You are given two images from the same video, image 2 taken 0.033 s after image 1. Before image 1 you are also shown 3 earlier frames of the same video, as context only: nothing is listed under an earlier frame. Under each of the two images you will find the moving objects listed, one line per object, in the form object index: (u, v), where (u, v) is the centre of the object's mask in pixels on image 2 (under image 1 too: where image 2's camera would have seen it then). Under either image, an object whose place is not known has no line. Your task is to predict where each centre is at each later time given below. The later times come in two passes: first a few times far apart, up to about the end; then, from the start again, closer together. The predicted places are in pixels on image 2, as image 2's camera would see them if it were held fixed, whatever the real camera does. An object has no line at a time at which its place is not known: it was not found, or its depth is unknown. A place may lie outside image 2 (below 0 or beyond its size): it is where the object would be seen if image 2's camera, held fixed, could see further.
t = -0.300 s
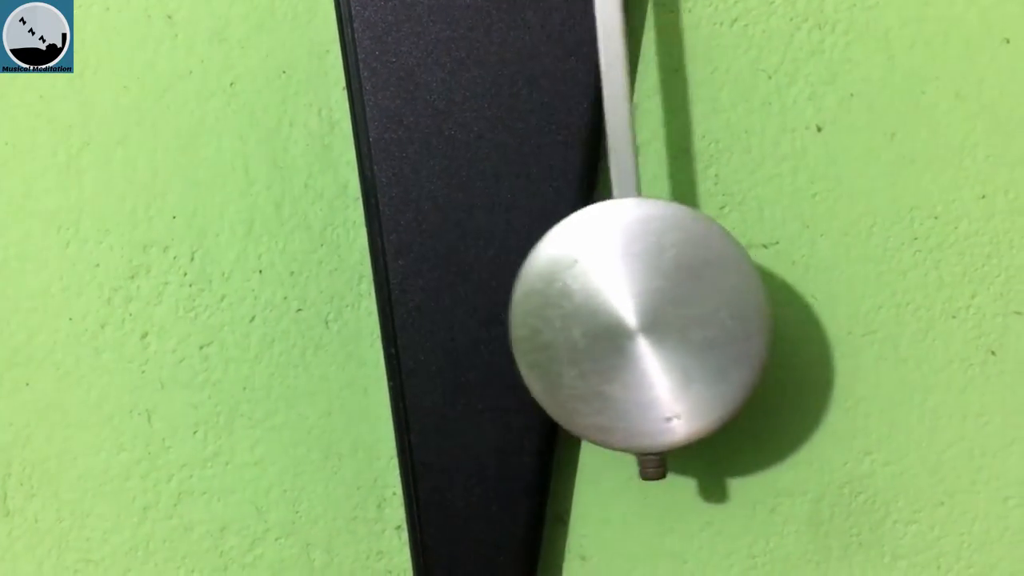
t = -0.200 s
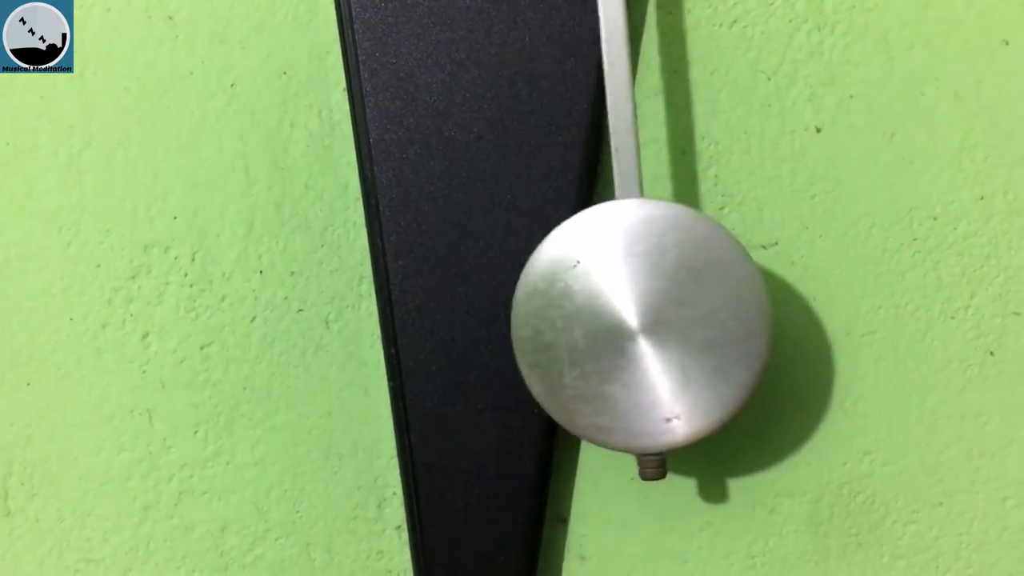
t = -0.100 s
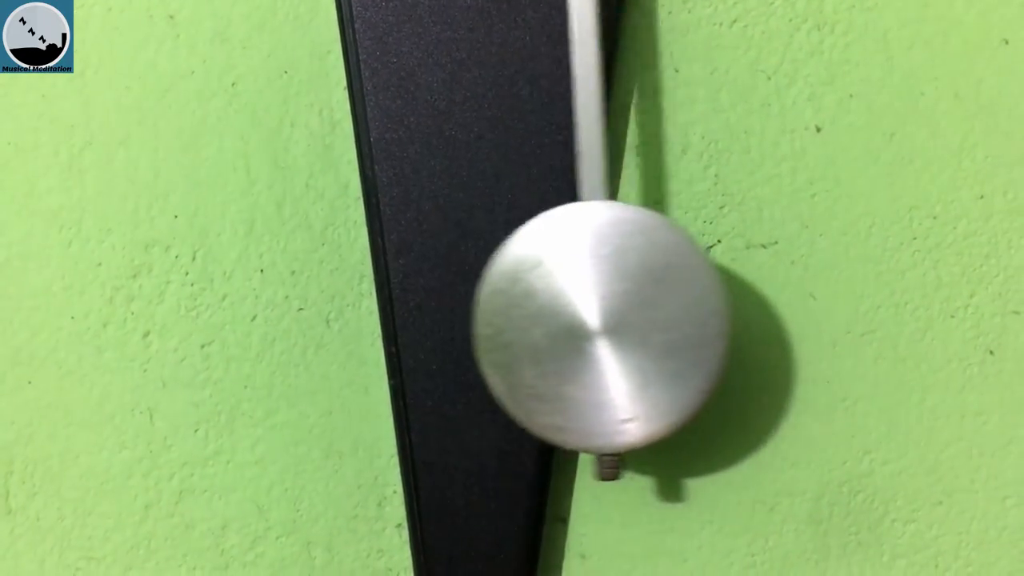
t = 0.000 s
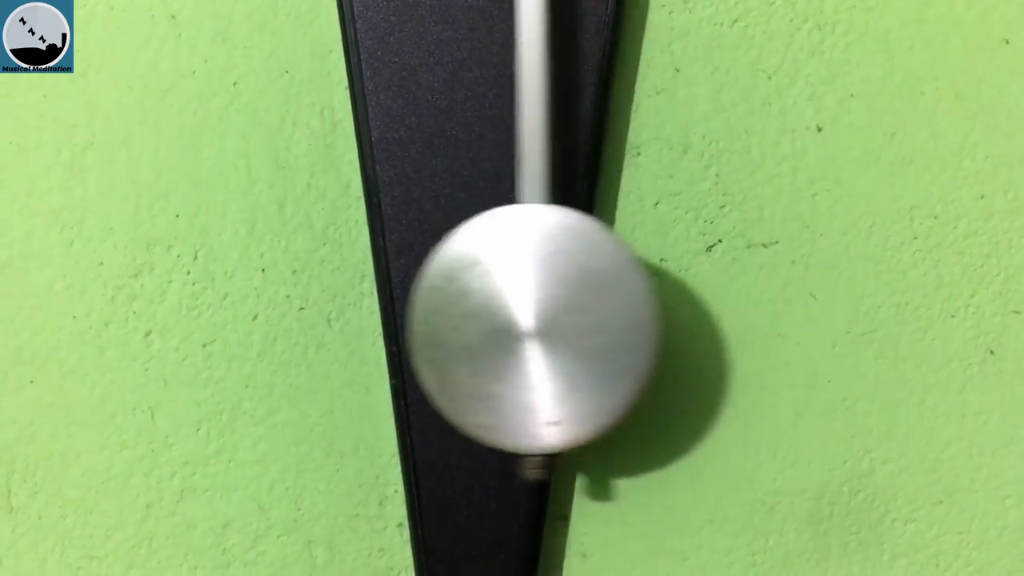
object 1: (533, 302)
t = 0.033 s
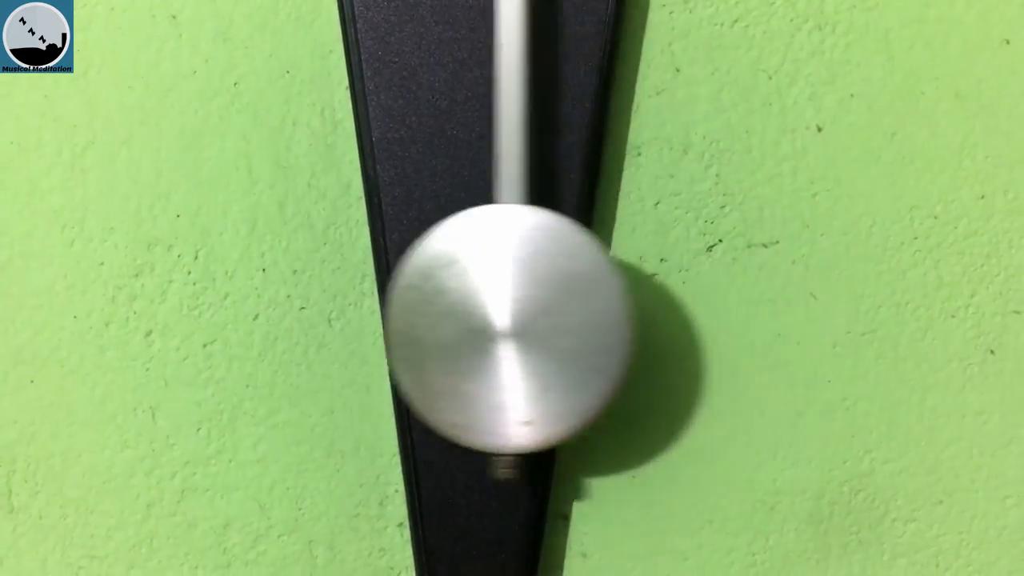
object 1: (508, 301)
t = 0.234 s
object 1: (377, 300)
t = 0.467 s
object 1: (383, 302)
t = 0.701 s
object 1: (546, 301)
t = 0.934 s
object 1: (642, 301)
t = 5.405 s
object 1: (545, 301)
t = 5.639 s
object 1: (627, 301)
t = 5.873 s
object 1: (532, 304)
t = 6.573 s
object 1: (537, 304)
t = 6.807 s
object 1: (627, 304)
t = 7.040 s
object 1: (538, 304)
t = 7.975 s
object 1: (627, 303)
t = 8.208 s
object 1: (546, 303)
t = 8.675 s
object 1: (386, 305)
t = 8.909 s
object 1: (525, 303)
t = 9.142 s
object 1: (627, 301)
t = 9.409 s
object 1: (529, 305)
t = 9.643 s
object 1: (387, 305)
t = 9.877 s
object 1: (397, 304)
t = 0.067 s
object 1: (484, 299)
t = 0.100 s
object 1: (459, 300)
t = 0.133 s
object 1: (436, 300)
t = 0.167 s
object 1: (414, 299)
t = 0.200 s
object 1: (395, 298)
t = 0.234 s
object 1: (377, 300)
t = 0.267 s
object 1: (364, 301)
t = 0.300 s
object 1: (356, 300)
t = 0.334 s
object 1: (352, 301)
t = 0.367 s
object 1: (352, 301)
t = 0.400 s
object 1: (358, 301)
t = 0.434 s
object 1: (368, 301)
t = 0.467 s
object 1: (383, 302)
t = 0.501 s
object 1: (401, 302)
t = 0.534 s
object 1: (422, 303)
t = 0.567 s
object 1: (446, 302)
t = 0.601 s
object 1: (470, 303)
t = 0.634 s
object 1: (496, 302)
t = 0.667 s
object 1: (520, 304)
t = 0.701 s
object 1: (546, 301)
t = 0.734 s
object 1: (569, 302)
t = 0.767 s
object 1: (591, 302)
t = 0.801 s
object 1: (609, 302)
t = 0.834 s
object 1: (625, 302)
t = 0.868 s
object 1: (636, 302)
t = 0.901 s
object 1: (641, 301)
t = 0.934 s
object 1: (642, 301)
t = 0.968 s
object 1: (639, 301)
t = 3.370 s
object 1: (621, 302)
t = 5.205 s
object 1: (418, 301)
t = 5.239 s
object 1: (438, 301)
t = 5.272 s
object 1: (458, 300)
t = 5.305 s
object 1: (480, 300)
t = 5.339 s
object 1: (502, 300)
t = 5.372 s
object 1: (524, 302)
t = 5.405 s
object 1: (545, 301)
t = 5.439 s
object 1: (566, 301)
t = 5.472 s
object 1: (584, 301)
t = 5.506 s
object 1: (599, 301)
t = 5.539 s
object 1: (612, 301)
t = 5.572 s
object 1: (621, 301)
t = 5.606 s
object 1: (626, 301)
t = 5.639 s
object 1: (627, 301)
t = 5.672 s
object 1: (623, 301)
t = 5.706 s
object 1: (616, 302)
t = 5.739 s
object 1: (605, 302)
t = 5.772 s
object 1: (591, 303)
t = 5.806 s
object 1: (573, 303)
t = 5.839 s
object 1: (554, 304)
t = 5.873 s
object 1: (532, 304)
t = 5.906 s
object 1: (510, 303)
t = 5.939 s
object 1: (488, 303)
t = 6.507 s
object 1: (493, 305)
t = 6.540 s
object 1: (515, 304)
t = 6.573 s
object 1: (537, 304)
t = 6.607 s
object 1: (558, 304)
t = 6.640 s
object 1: (577, 304)
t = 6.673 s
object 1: (594, 304)
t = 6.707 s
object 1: (607, 304)
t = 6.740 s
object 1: (618, 304)
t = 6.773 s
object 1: (624, 304)
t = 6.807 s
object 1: (627, 304)
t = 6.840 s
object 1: (625, 304)
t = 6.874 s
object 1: (619, 305)
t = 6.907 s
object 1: (608, 305)
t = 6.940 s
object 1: (595, 305)
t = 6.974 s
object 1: (578, 304)
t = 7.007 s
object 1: (559, 304)
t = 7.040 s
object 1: (538, 304)
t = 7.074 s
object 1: (516, 305)
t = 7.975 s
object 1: (627, 303)
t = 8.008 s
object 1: (626, 303)
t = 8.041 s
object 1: (621, 303)
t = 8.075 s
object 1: (613, 303)
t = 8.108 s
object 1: (600, 302)
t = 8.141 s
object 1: (584, 302)
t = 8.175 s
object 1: (566, 303)
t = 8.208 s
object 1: (546, 303)
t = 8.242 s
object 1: (524, 303)
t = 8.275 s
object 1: (502, 302)
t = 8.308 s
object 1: (480, 302)
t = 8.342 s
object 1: (458, 302)
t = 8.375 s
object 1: (437, 302)
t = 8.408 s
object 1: (418, 302)
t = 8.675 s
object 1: (386, 305)
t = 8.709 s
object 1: (400, 305)
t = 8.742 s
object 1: (417, 304)
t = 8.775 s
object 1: (437, 303)
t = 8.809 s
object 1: (458, 303)
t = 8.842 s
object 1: (480, 302)
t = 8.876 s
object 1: (503, 305)
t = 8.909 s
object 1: (525, 303)
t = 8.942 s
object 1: (547, 302)
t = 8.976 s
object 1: (568, 301)
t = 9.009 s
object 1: (586, 301)
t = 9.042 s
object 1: (602, 301)
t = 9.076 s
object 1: (614, 301)
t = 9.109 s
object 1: (623, 301)
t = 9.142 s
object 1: (627, 301)
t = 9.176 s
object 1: (628, 302)
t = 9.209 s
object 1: (624, 303)
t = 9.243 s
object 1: (616, 303)
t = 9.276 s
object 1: (605, 303)
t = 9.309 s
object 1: (590, 304)
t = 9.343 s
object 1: (571, 304)
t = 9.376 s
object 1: (551, 304)
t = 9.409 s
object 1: (529, 305)
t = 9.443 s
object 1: (506, 304)
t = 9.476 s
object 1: (483, 304)
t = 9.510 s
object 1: (460, 304)
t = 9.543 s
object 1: (439, 305)
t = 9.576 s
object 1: (419, 304)
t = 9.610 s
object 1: (402, 304)
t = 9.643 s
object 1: (387, 305)
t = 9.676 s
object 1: (376, 305)
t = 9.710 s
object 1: (369, 305)
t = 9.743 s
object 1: (366, 305)
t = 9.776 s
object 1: (367, 305)
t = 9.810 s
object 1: (373, 305)
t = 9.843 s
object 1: (384, 304)
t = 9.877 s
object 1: (397, 304)
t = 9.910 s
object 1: (413, 304)
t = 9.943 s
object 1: (432, 303)
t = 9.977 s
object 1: (452, 303)
